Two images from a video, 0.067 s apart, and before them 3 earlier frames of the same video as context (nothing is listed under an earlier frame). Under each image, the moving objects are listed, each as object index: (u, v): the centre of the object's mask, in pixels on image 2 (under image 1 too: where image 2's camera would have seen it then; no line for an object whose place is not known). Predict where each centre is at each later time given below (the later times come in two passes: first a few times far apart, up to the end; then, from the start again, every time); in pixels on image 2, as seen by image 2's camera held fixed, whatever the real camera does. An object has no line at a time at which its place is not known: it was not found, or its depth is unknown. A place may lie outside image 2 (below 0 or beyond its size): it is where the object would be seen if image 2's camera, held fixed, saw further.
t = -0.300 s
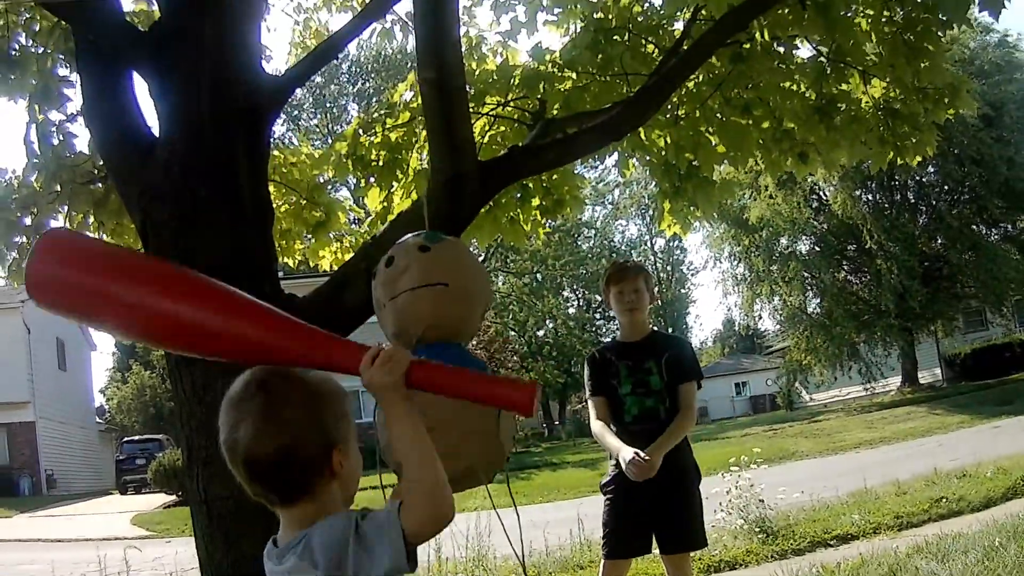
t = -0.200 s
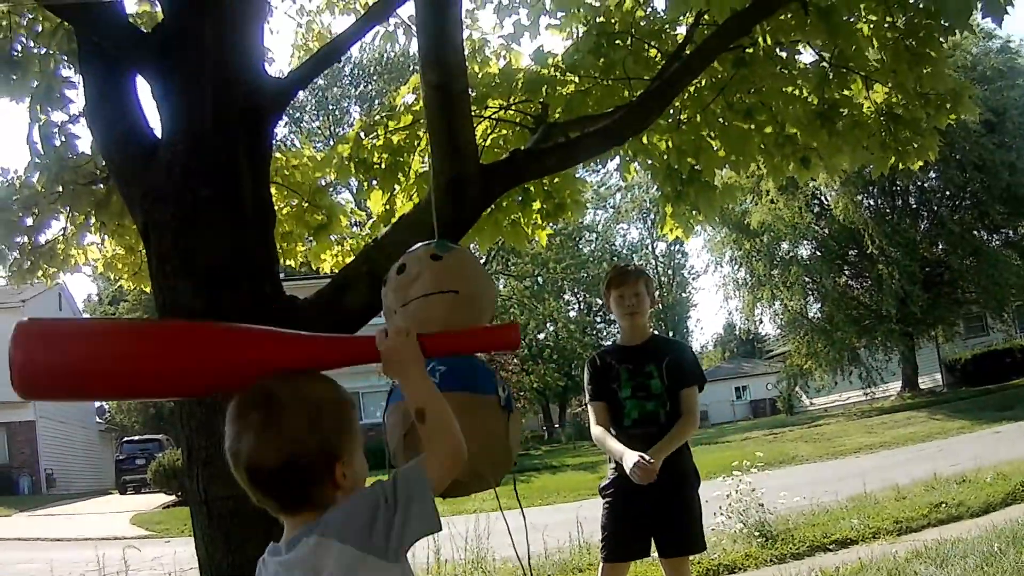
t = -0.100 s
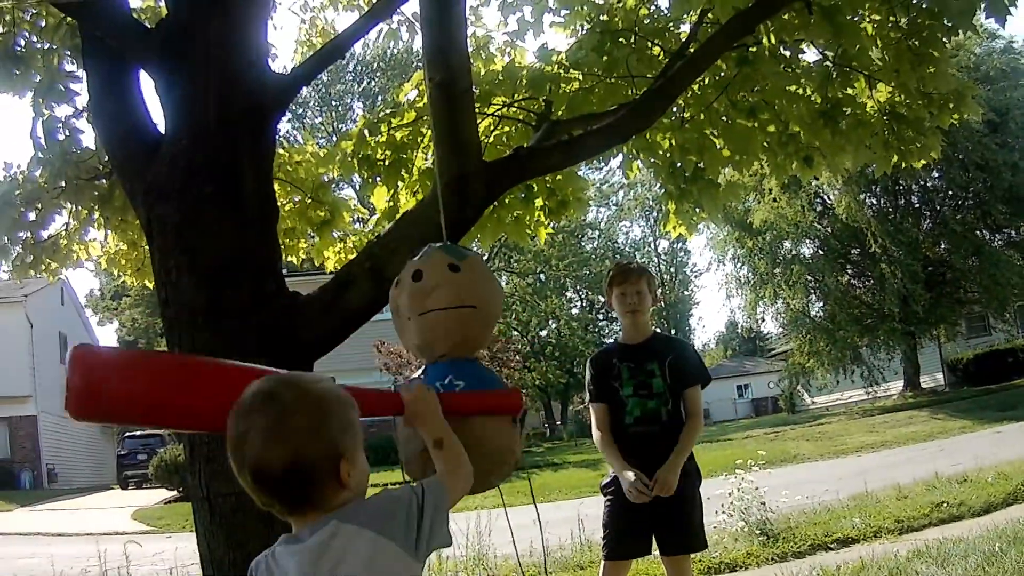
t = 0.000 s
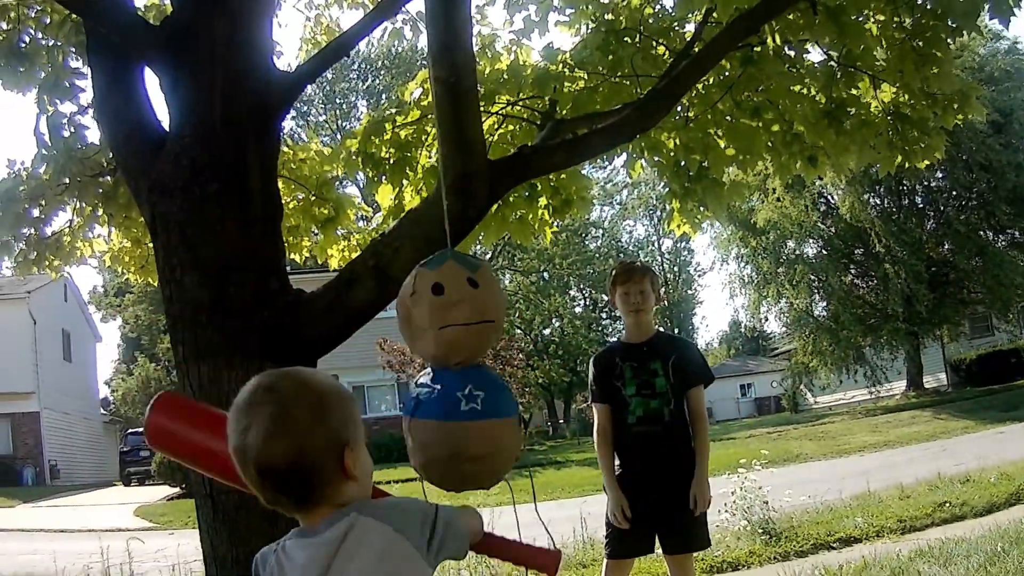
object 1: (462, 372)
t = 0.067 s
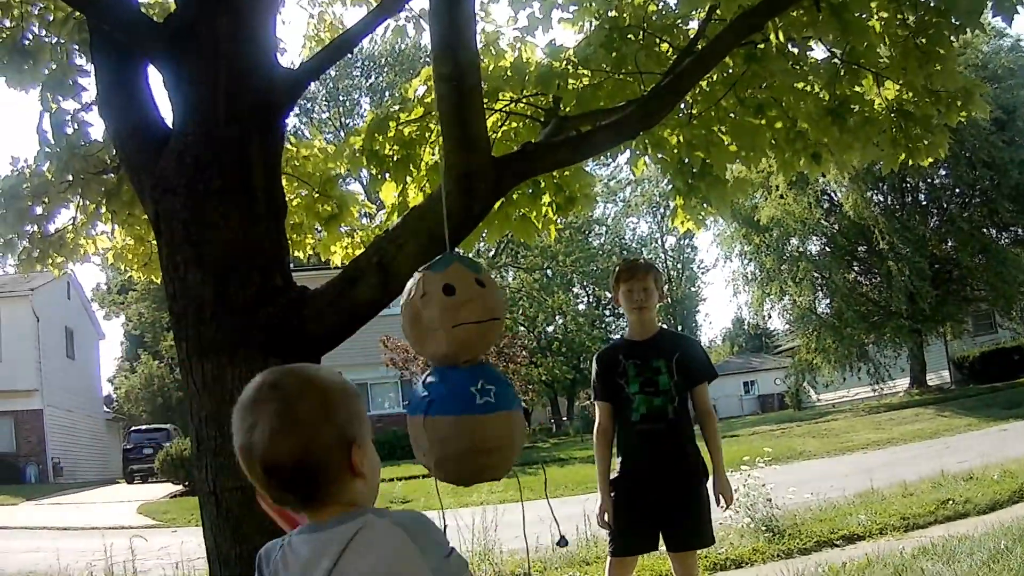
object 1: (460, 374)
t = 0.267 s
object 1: (462, 364)
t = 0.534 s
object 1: (464, 363)
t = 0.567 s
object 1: (465, 365)
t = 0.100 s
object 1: (459, 374)
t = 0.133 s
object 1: (459, 371)
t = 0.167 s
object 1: (459, 369)
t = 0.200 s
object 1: (460, 367)
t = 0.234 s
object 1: (461, 366)
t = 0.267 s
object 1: (462, 364)
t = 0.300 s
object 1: (463, 361)
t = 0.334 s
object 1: (463, 360)
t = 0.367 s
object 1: (463, 359)
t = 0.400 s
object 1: (463, 358)
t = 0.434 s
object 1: (463, 359)
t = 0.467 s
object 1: (463, 360)
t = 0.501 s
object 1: (464, 361)
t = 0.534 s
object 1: (464, 363)
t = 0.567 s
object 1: (465, 365)
